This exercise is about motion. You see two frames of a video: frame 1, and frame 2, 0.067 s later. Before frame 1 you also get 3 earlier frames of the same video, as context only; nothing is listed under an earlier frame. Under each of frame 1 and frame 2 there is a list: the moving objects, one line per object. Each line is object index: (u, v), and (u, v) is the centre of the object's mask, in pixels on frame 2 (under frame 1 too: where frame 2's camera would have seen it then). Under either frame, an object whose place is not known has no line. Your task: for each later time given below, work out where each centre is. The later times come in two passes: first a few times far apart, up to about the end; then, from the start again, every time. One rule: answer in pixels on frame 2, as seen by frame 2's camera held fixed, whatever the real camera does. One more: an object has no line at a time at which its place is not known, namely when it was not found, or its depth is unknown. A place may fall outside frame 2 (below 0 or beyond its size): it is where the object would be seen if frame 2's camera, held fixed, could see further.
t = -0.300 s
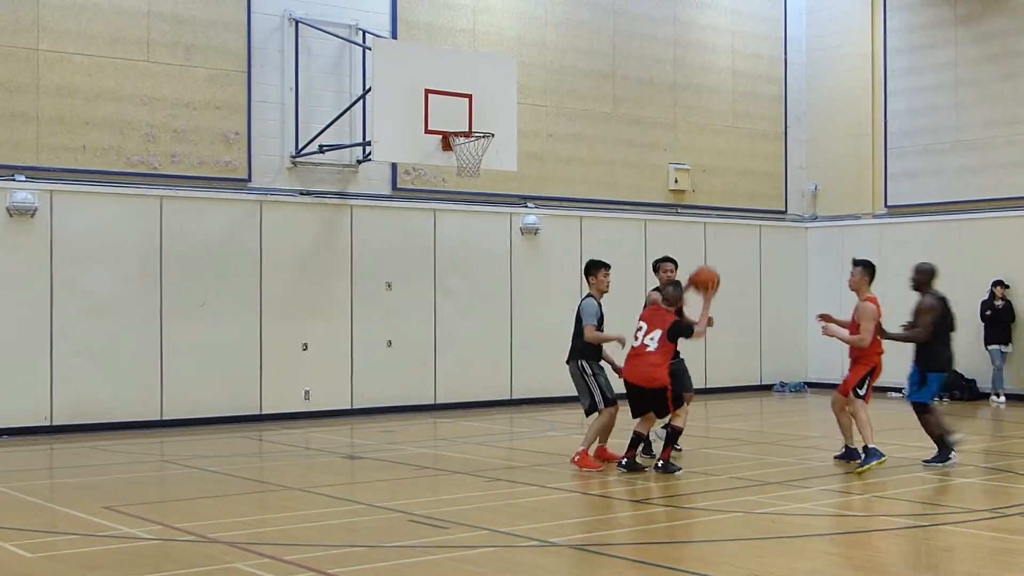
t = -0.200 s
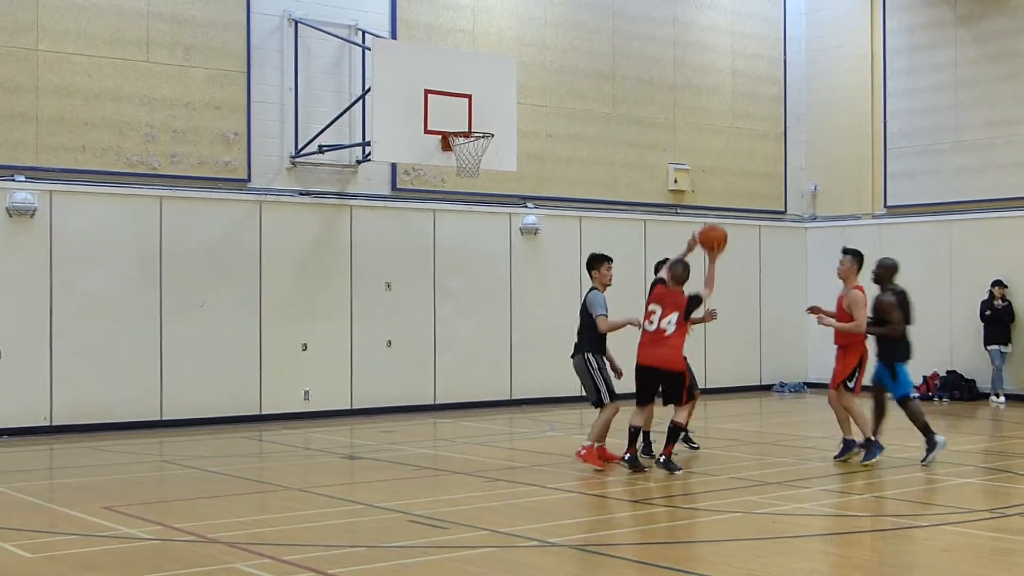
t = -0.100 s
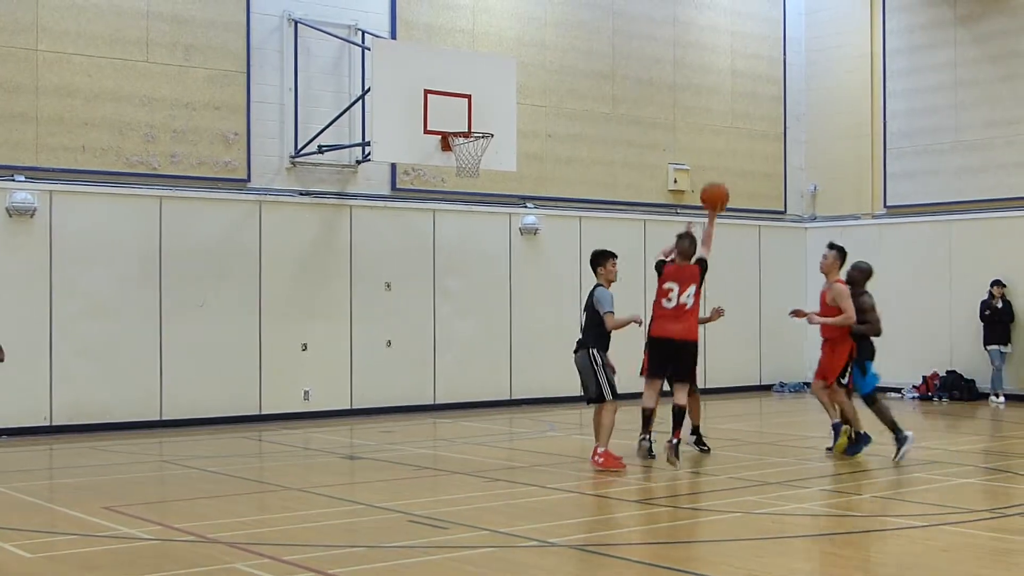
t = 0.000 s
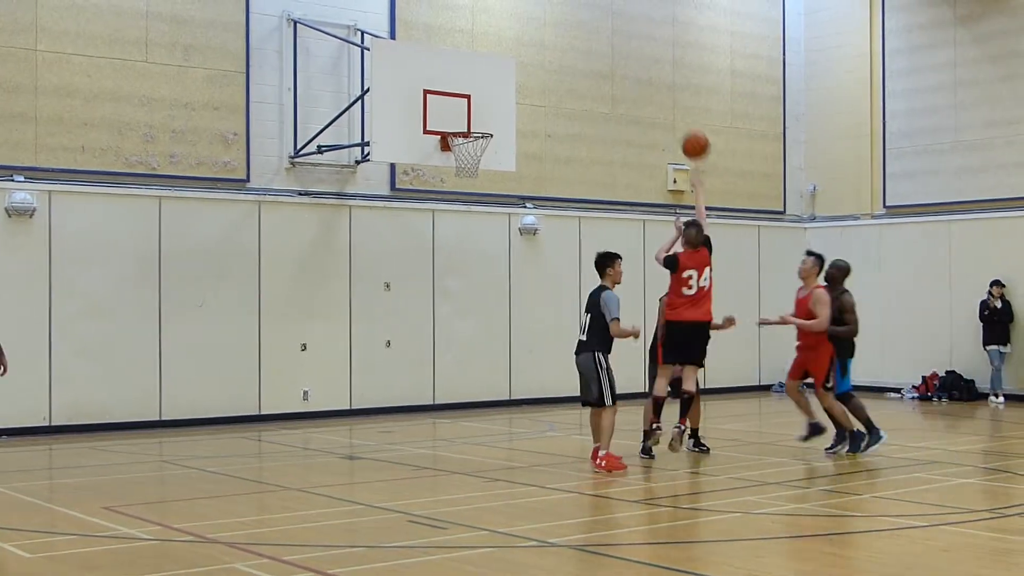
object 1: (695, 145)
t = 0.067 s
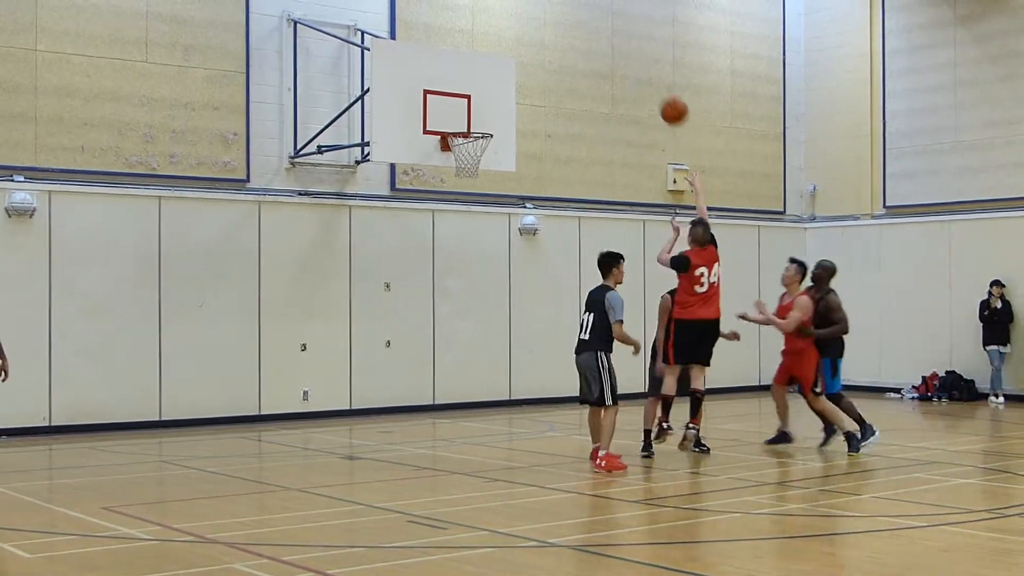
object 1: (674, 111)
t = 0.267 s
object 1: (614, 43)
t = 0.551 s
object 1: (539, 26)
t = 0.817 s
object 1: (478, 83)
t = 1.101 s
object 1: (459, 94)
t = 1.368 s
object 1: (472, 99)
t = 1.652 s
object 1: (464, 134)
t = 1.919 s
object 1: (467, 160)
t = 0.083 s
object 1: (668, 103)
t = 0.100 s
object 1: (664, 96)
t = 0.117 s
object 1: (658, 89)
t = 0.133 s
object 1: (653, 82)
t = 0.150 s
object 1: (648, 76)
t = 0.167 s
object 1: (643, 70)
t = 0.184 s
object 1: (639, 65)
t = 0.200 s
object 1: (633, 60)
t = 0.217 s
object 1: (628, 55)
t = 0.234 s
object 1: (624, 50)
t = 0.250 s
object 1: (619, 46)
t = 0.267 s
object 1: (614, 43)
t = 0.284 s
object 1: (609, 39)
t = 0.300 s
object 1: (605, 36)
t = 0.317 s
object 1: (600, 33)
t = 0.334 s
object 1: (596, 31)
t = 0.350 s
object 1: (591, 29)
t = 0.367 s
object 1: (587, 27)
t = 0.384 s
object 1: (582, 25)
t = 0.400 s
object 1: (578, 24)
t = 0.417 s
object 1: (573, 23)
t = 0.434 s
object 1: (569, 22)
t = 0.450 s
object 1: (565, 22)
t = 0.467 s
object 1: (560, 22)
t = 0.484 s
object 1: (556, 22)
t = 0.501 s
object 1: (552, 23)
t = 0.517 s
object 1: (548, 24)
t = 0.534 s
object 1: (544, 25)
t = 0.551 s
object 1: (539, 26)
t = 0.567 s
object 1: (535, 27)
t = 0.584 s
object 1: (531, 29)
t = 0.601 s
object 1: (527, 32)
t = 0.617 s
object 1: (523, 34)
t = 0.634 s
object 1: (519, 37)
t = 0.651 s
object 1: (515, 40)
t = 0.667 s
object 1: (511, 43)
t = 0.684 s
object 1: (507, 47)
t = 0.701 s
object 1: (504, 50)
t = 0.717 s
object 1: (500, 54)
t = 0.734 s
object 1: (496, 58)
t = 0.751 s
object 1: (492, 63)
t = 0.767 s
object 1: (488, 67)
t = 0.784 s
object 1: (485, 72)
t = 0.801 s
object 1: (481, 78)
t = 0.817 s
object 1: (478, 83)
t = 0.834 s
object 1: (474, 88)
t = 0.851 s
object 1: (470, 94)
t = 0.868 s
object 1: (467, 101)
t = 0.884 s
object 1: (463, 107)
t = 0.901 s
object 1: (459, 113)
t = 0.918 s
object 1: (456, 120)
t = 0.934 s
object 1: (453, 125)
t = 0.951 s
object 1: (453, 121)
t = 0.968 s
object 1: (453, 117)
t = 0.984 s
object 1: (454, 113)
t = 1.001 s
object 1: (455, 110)
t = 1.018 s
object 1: (456, 106)
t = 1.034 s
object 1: (456, 104)
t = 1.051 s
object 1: (457, 101)
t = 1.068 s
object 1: (458, 98)
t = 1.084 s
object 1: (459, 96)
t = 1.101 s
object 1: (459, 94)
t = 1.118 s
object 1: (460, 92)
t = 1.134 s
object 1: (461, 91)
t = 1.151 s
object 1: (462, 90)
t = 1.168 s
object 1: (462, 89)
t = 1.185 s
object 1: (463, 88)
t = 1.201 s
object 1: (464, 88)
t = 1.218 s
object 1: (465, 88)
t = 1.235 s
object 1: (466, 88)
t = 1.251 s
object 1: (466, 88)
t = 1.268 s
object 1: (467, 89)
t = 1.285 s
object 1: (468, 90)
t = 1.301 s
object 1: (468, 91)
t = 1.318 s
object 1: (469, 92)
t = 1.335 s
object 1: (470, 94)
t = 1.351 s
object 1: (471, 96)
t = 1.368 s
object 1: (472, 99)
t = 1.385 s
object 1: (472, 101)
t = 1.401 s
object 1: (473, 104)
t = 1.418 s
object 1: (473, 107)
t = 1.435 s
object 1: (474, 111)
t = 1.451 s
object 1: (475, 114)
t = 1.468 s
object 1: (476, 118)
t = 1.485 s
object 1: (476, 122)
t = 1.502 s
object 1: (476, 124)
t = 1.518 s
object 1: (474, 125)
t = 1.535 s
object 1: (473, 125)
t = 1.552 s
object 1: (471, 126)
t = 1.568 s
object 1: (470, 126)
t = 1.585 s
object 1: (468, 128)
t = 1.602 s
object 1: (467, 130)
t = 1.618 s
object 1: (465, 132)
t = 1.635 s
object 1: (464, 134)
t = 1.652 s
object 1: (464, 134)
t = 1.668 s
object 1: (466, 134)
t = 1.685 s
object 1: (467, 135)
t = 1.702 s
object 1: (468, 135)
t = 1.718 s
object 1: (469, 136)
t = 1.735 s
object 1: (470, 137)
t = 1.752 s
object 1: (472, 138)
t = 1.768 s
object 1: (473, 140)
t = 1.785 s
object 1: (474, 142)
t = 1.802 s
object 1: (473, 144)
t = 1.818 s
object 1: (472, 146)
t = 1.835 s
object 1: (472, 148)
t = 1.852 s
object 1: (470, 150)
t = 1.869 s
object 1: (469, 153)
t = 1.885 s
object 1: (469, 155)
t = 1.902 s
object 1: (468, 158)
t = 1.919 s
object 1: (467, 160)
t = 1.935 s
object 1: (466, 163)
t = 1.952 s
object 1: (465, 165)
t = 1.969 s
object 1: (465, 168)
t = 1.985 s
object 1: (464, 171)
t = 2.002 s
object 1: (463, 175)
